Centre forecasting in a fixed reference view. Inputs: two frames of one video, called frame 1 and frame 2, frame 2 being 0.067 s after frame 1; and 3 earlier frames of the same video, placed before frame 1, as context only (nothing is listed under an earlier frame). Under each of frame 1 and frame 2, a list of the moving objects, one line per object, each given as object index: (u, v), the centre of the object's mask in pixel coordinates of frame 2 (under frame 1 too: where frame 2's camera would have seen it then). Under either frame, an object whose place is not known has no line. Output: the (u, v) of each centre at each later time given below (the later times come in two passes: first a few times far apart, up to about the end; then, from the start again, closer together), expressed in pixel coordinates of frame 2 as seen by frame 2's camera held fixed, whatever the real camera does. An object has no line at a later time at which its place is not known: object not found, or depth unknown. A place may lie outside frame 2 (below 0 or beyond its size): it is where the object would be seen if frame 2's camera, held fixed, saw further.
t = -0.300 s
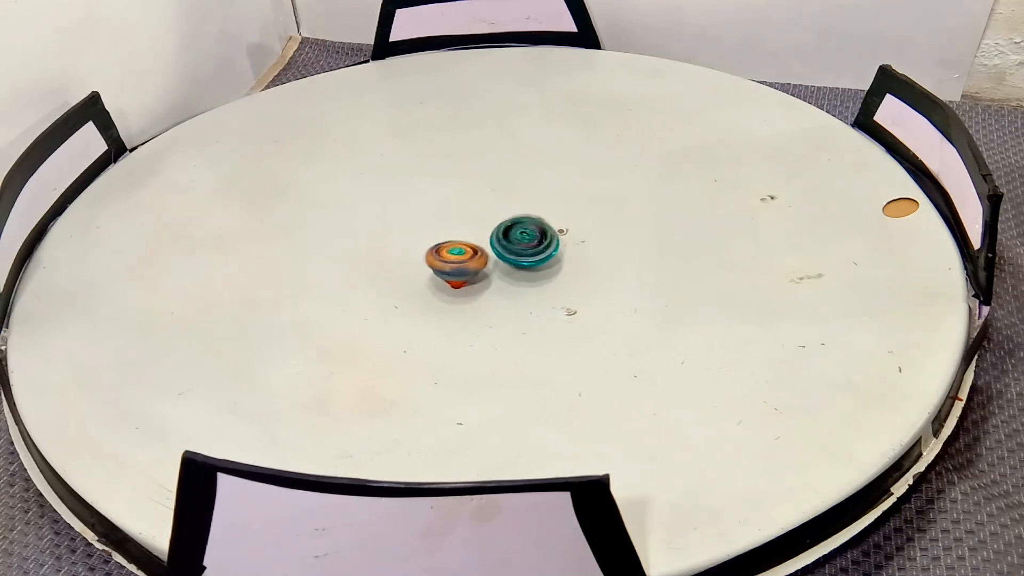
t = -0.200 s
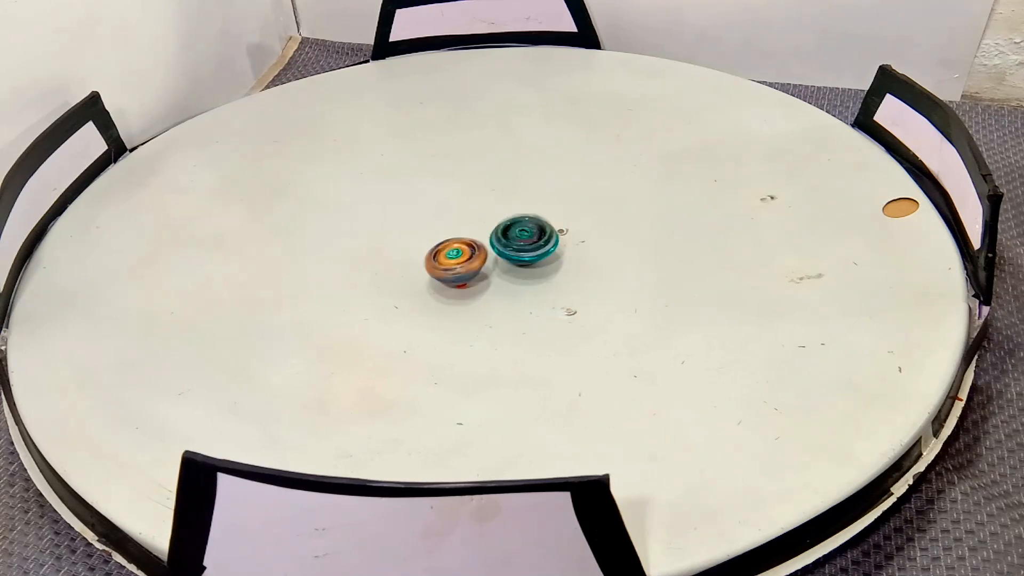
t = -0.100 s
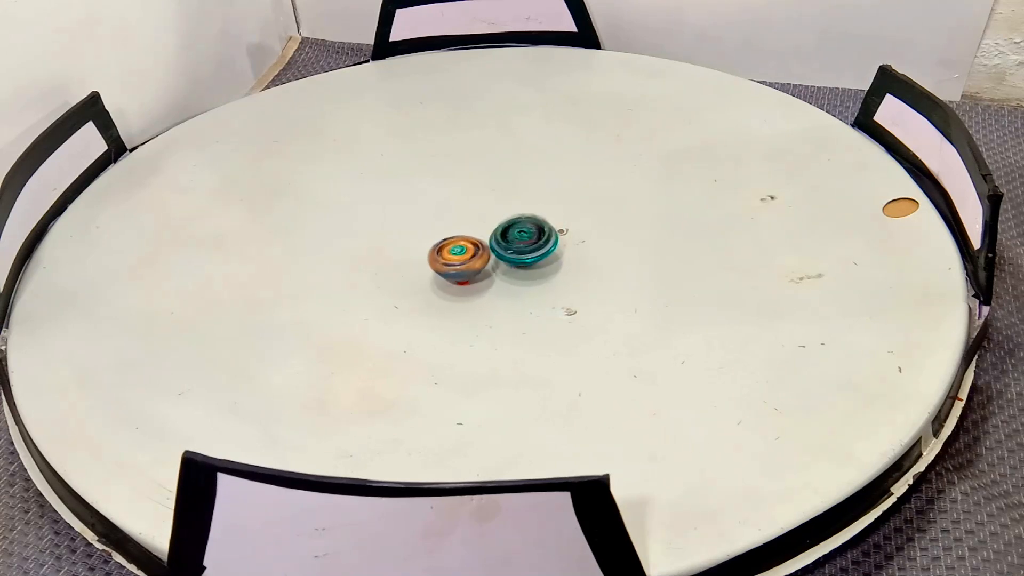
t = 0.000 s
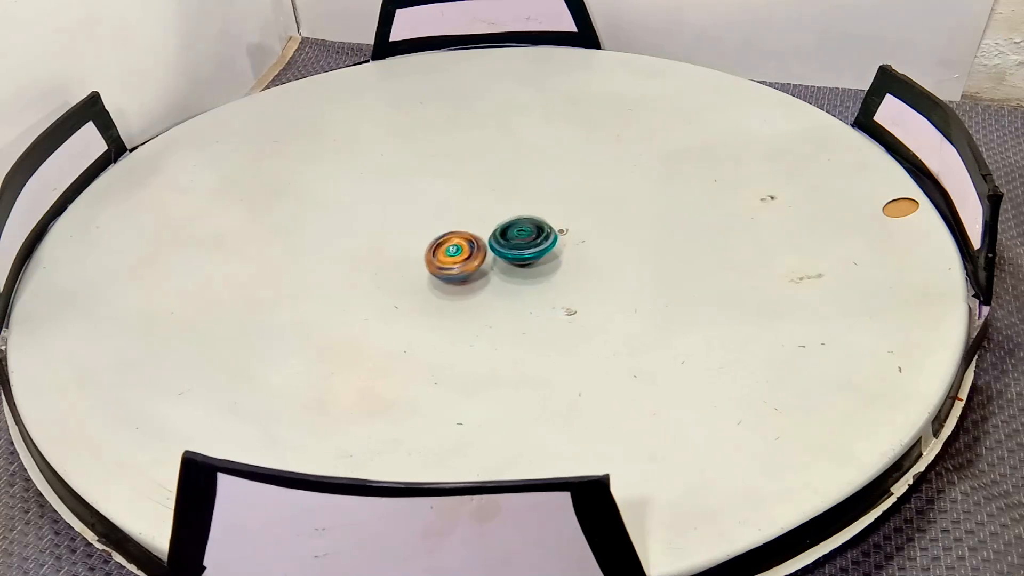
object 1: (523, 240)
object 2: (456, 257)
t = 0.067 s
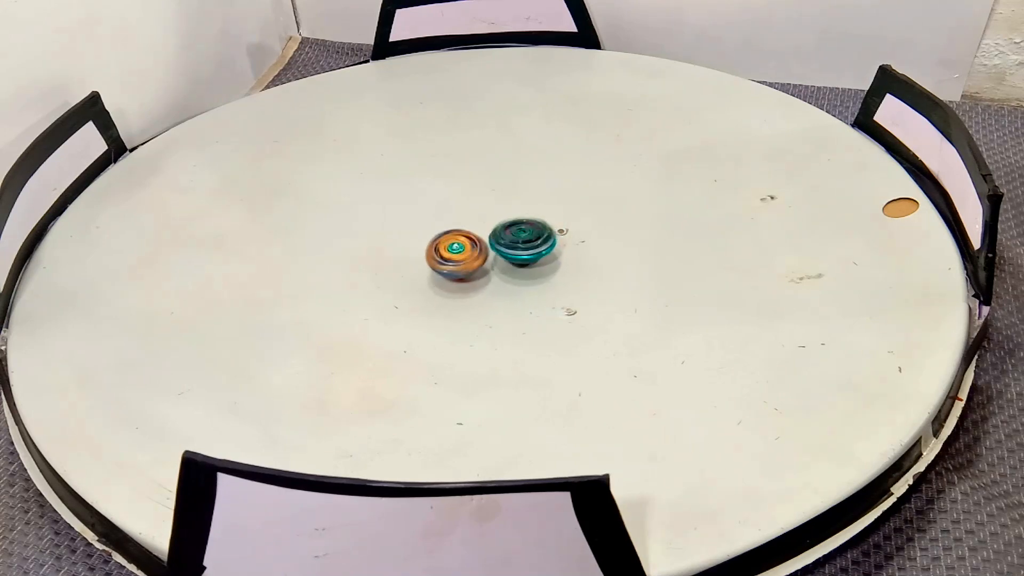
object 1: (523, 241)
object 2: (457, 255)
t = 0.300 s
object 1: (520, 243)
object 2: (444, 256)
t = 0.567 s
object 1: (520, 242)
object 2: (454, 256)
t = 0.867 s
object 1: (523, 243)
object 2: (455, 253)
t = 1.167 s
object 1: (526, 246)
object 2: (449, 256)
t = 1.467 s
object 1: (522, 250)
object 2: (448, 260)
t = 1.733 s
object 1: (524, 248)
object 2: (452, 261)
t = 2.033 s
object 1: (521, 251)
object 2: (456, 259)
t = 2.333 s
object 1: (520, 247)
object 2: (446, 256)
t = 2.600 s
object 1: (528, 245)
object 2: (458, 254)
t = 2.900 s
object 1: (525, 249)
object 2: (453, 245)
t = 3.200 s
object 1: (526, 246)
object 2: (451, 245)
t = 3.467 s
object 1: (532, 249)
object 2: (449, 248)
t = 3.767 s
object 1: (522, 253)
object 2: (457, 254)
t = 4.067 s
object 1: (523, 256)
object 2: (453, 254)
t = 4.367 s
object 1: (525, 255)
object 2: (453, 261)
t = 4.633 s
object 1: (521, 257)
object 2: (451, 260)
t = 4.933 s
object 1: (518, 257)
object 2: (447, 266)
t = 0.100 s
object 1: (523, 240)
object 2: (457, 255)
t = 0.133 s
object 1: (524, 241)
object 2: (452, 255)
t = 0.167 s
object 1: (526, 242)
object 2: (450, 256)
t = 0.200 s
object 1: (525, 244)
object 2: (450, 256)
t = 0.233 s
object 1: (522, 245)
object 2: (448, 256)
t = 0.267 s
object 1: (520, 244)
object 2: (446, 256)
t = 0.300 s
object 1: (520, 243)
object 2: (444, 256)
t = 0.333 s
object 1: (522, 243)
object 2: (445, 258)
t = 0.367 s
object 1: (523, 243)
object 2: (447, 259)
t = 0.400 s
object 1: (522, 243)
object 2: (449, 259)
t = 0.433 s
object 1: (522, 244)
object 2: (449, 258)
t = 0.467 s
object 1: (520, 243)
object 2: (450, 258)
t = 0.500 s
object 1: (518, 243)
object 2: (452, 258)
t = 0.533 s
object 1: (519, 243)
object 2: (454, 257)
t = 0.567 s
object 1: (520, 242)
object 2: (454, 256)
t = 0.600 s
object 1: (522, 243)
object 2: (453, 256)
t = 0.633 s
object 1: (525, 244)
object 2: (452, 256)
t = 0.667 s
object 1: (523, 244)
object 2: (454, 256)
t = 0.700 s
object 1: (522, 244)
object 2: (455, 256)
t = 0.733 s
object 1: (522, 242)
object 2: (456, 255)
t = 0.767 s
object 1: (523, 242)
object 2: (456, 254)
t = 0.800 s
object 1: (524, 242)
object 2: (456, 253)
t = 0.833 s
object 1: (524, 242)
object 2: (455, 253)
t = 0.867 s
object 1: (523, 243)
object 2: (455, 253)
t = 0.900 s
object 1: (521, 244)
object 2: (455, 253)
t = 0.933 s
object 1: (520, 243)
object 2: (455, 253)
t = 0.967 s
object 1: (521, 243)
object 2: (455, 253)
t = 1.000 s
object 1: (523, 242)
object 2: (454, 253)
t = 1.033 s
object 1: (523, 243)
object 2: (455, 253)
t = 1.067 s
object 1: (523, 244)
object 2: (455, 253)
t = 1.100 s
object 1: (522, 244)
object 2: (455, 253)
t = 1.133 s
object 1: (523, 244)
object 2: (450, 253)
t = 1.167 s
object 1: (526, 246)
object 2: (449, 256)
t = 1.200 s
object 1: (525, 248)
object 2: (448, 258)
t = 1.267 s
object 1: (524, 249)
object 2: (448, 257)
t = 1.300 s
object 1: (523, 248)
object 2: (445, 258)
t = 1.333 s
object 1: (525, 248)
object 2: (442, 257)
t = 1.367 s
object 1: (526, 249)
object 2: (441, 257)
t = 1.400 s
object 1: (526, 249)
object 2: (442, 259)
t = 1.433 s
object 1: (524, 250)
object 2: (444, 259)
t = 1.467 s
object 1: (522, 250)
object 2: (448, 260)
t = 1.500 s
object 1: (521, 250)
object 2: (448, 260)
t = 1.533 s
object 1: (521, 250)
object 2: (450, 259)
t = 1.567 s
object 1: (519, 250)
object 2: (454, 260)
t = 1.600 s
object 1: (520, 249)
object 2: (455, 260)
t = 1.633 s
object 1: (524, 249)
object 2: (453, 260)
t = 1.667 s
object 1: (525, 250)
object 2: (452, 260)
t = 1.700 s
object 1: (524, 248)
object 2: (451, 261)
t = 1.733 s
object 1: (524, 248)
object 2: (452, 261)
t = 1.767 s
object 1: (525, 248)
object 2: (454, 260)
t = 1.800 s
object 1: (524, 248)
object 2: (455, 260)
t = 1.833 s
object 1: (524, 248)
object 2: (456, 259)
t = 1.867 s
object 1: (523, 248)
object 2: (456, 259)
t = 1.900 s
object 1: (524, 249)
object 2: (454, 259)
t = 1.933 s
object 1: (525, 249)
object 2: (454, 259)
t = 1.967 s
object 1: (524, 250)
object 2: (454, 258)
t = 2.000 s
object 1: (523, 251)
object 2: (454, 258)
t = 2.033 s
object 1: (521, 251)
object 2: (456, 259)
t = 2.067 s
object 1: (522, 250)
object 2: (456, 258)
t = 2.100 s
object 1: (524, 249)
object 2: (454, 258)
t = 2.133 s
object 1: (523, 250)
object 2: (453, 260)
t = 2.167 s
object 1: (522, 250)
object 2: (452, 258)
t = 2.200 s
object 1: (519, 250)
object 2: (451, 258)
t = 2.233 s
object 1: (518, 249)
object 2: (451, 257)
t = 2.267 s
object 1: (517, 248)
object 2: (447, 256)
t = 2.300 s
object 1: (519, 247)
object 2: (447, 257)
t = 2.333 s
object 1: (520, 247)
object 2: (446, 256)
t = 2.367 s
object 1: (523, 247)
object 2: (448, 258)
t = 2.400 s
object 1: (524, 248)
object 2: (449, 257)
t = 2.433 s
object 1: (525, 250)
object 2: (451, 258)
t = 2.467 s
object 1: (523, 249)
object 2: (451, 258)
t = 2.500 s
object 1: (524, 247)
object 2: (453, 257)
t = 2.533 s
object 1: (524, 246)
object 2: (455, 256)
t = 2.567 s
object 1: (526, 246)
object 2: (457, 255)
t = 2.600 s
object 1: (528, 245)
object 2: (458, 254)
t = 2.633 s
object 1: (529, 246)
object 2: (458, 253)
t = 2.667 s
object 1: (530, 246)
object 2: (457, 252)
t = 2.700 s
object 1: (529, 248)
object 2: (457, 250)
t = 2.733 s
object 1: (528, 249)
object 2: (458, 248)
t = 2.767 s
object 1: (525, 250)
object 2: (460, 247)
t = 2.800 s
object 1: (523, 249)
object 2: (460, 246)
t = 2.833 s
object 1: (523, 250)
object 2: (458, 245)
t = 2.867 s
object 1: (525, 250)
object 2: (455, 244)
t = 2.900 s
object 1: (525, 249)
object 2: (453, 245)
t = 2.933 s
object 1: (526, 249)
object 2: (454, 247)
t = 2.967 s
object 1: (526, 249)
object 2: (454, 246)
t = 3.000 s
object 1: (527, 249)
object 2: (455, 246)
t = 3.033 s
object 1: (527, 248)
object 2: (455, 246)
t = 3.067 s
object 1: (528, 248)
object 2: (452, 245)
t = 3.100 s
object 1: (526, 247)
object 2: (451, 245)
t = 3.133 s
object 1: (526, 247)
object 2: (451, 246)
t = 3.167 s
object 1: (525, 246)
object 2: (451, 245)
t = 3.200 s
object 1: (526, 246)
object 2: (451, 245)
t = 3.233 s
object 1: (526, 245)
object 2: (452, 245)
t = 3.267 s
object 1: (526, 246)
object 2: (454, 246)
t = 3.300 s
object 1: (525, 246)
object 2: (454, 246)
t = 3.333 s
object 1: (523, 247)
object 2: (454, 246)
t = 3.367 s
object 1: (521, 247)
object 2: (455, 246)
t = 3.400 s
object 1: (521, 247)
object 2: (455, 246)
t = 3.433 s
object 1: (528, 246)
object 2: (451, 246)
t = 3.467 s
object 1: (532, 249)
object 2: (449, 248)
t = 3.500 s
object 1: (530, 251)
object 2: (448, 250)
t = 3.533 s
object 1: (529, 253)
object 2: (450, 252)
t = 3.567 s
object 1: (526, 254)
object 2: (451, 253)
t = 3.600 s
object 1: (525, 255)
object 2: (450, 255)
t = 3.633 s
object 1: (524, 256)
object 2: (451, 256)
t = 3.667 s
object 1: (523, 257)
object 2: (451, 256)
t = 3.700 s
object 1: (522, 256)
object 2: (452, 256)
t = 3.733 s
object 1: (521, 254)
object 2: (455, 255)
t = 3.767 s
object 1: (522, 253)
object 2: (457, 254)
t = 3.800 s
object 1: (526, 254)
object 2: (456, 255)
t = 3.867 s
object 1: (528, 254)
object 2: (457, 256)
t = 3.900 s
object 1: (528, 255)
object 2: (458, 256)
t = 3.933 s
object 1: (528, 256)
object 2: (458, 255)
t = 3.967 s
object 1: (526, 256)
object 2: (457, 254)
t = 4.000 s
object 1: (526, 255)
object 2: (456, 254)
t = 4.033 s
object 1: (524, 256)
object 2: (453, 253)
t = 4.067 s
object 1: (523, 256)
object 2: (453, 254)
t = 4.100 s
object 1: (523, 256)
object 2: (456, 255)
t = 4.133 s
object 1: (523, 258)
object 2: (457, 256)
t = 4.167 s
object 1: (523, 257)
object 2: (457, 257)
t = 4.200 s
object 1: (527, 256)
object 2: (455, 257)
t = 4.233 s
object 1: (531, 256)
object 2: (456, 259)
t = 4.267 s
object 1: (535, 253)
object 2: (454, 259)
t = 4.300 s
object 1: (532, 255)
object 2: (454, 261)
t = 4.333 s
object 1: (528, 255)
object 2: (453, 261)
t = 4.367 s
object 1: (525, 255)
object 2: (453, 261)
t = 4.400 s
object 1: (524, 257)
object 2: (456, 262)
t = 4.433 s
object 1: (523, 256)
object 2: (458, 263)
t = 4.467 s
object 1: (523, 257)
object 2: (460, 262)
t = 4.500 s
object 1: (524, 255)
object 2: (459, 261)
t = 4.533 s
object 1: (524, 255)
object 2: (458, 259)
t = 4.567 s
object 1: (524, 256)
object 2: (455, 259)
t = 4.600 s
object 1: (522, 256)
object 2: (452, 260)
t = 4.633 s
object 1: (521, 257)
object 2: (451, 260)
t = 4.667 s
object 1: (520, 257)
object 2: (451, 260)
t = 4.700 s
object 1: (519, 257)
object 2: (451, 260)
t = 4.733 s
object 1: (519, 257)
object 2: (450, 260)
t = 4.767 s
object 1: (518, 257)
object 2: (450, 259)
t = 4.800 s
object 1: (518, 257)
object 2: (449, 260)
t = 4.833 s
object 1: (518, 257)
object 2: (449, 261)
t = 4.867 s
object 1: (518, 257)
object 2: (448, 262)
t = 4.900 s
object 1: (518, 257)
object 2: (447, 264)
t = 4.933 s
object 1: (518, 257)
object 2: (447, 266)
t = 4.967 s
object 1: (517, 257)
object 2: (446, 269)
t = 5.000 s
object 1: (517, 257)
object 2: (446, 272)
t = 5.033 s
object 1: (517, 257)
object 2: (445, 273)
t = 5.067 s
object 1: (517, 257)
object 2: (444, 276)
